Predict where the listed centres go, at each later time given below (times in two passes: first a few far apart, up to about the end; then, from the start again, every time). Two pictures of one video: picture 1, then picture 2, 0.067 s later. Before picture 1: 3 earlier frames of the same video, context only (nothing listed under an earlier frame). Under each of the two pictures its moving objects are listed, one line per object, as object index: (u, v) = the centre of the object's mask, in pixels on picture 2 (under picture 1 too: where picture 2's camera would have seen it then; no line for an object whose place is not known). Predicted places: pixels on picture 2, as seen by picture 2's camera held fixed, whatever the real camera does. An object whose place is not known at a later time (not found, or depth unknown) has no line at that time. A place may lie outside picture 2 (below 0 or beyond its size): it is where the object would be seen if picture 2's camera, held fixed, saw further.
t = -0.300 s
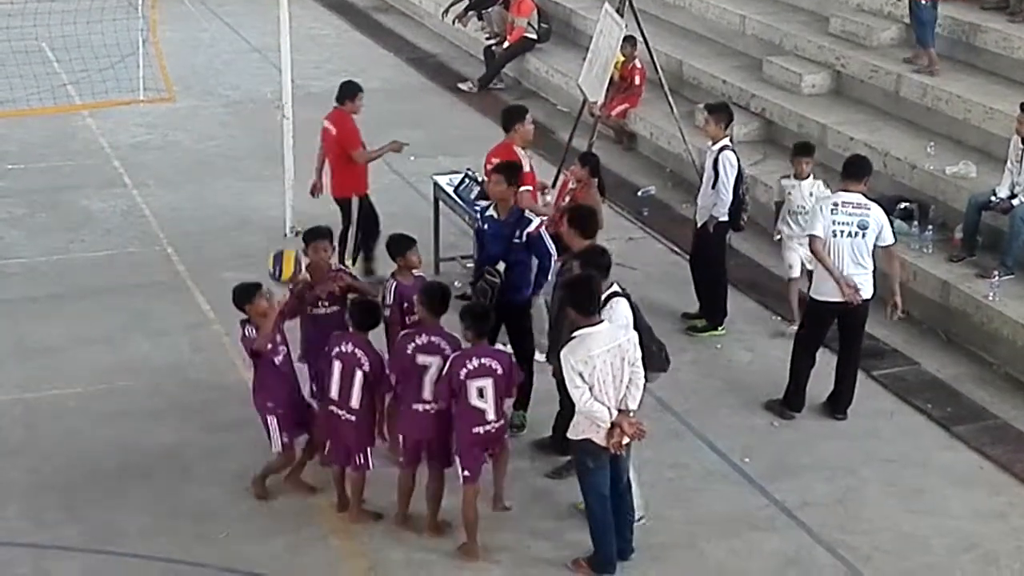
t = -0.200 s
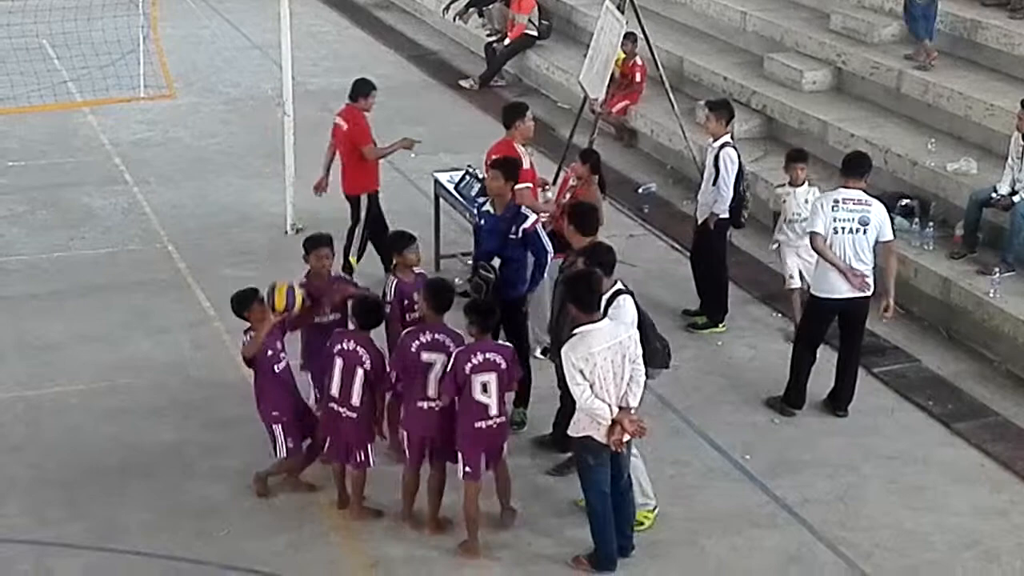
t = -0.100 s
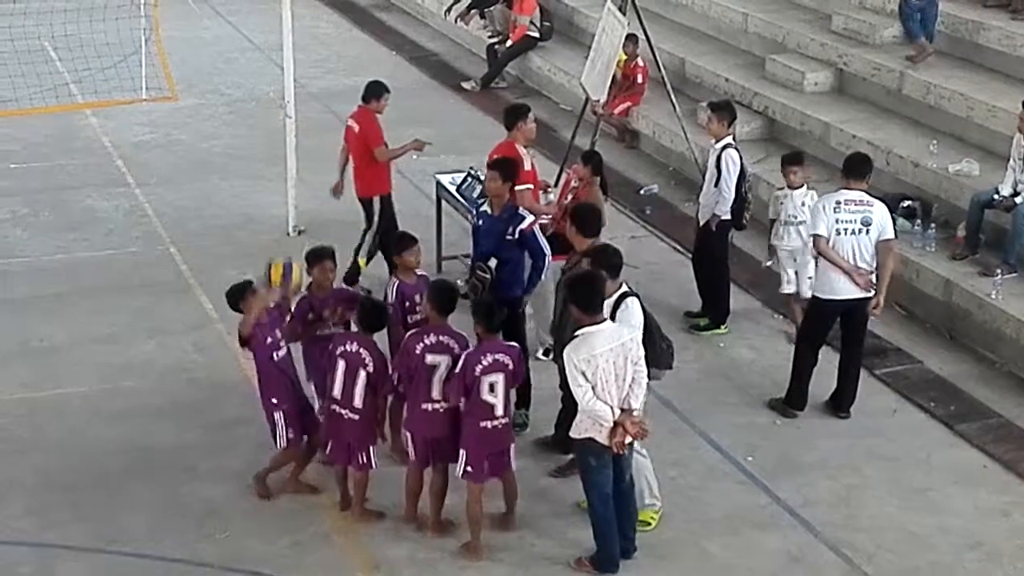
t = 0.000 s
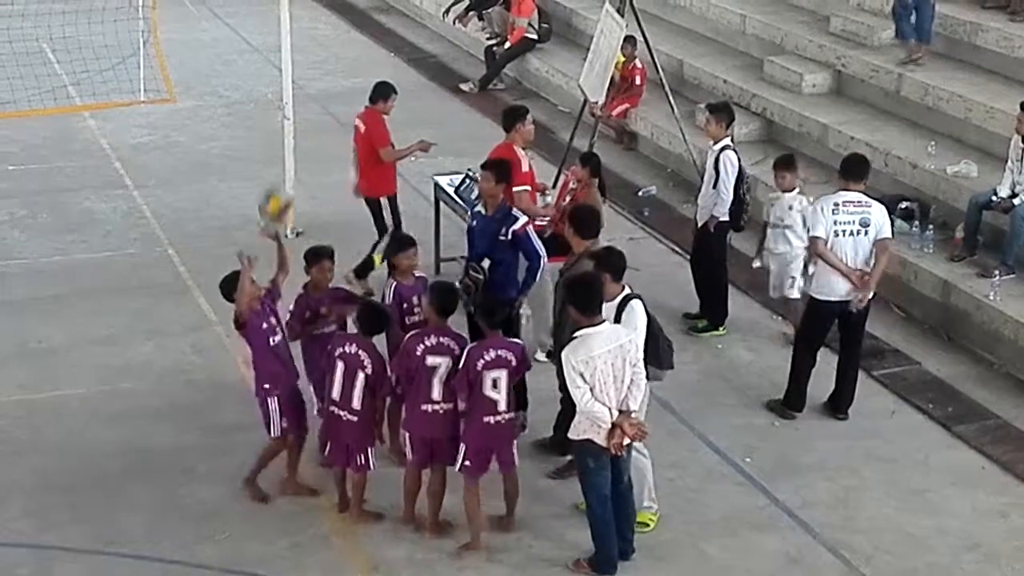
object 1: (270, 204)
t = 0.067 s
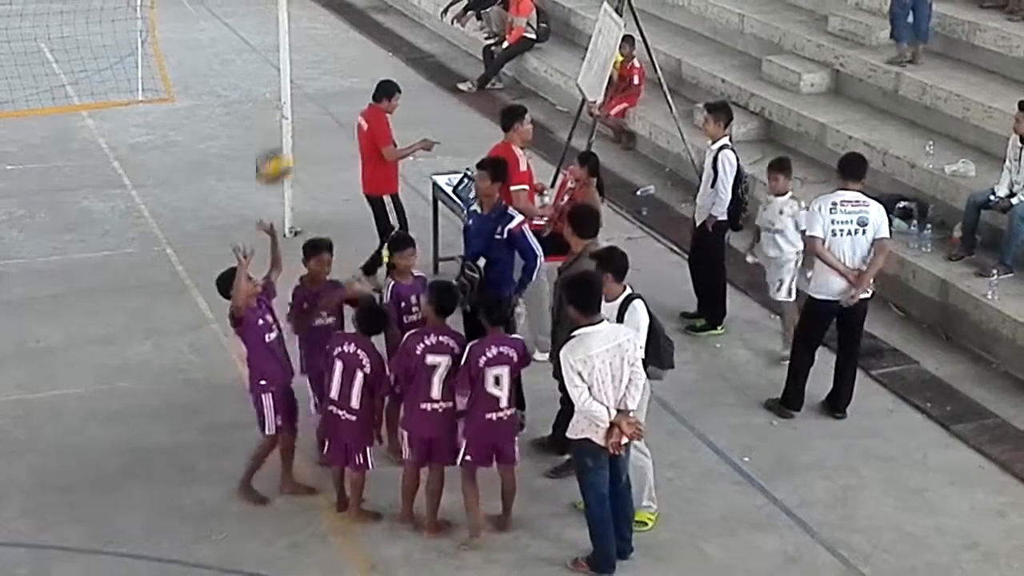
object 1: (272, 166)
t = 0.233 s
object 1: (270, 103)
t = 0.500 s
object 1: (266, 98)
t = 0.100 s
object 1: (271, 149)
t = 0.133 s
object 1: (271, 135)
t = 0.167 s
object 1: (271, 122)
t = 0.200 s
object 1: (270, 111)
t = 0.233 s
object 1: (270, 103)
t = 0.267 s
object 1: (267, 93)
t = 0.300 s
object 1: (268, 90)
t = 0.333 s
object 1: (268, 86)
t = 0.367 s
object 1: (267, 85)
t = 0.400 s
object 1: (267, 85)
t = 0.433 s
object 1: (267, 88)
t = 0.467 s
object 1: (266, 92)
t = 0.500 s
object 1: (266, 98)
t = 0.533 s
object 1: (265, 106)
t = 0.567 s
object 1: (265, 116)
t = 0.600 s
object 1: (265, 129)
